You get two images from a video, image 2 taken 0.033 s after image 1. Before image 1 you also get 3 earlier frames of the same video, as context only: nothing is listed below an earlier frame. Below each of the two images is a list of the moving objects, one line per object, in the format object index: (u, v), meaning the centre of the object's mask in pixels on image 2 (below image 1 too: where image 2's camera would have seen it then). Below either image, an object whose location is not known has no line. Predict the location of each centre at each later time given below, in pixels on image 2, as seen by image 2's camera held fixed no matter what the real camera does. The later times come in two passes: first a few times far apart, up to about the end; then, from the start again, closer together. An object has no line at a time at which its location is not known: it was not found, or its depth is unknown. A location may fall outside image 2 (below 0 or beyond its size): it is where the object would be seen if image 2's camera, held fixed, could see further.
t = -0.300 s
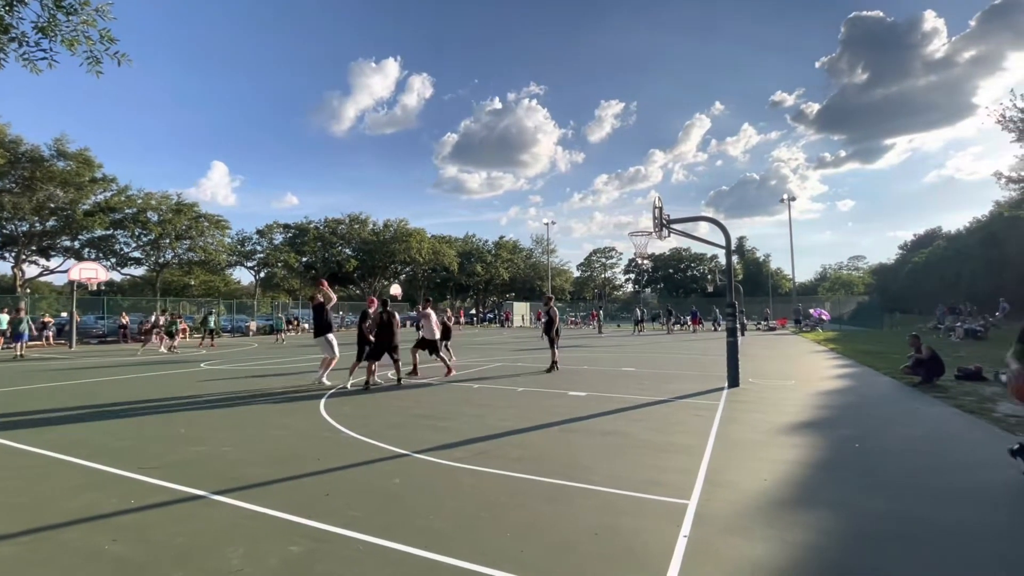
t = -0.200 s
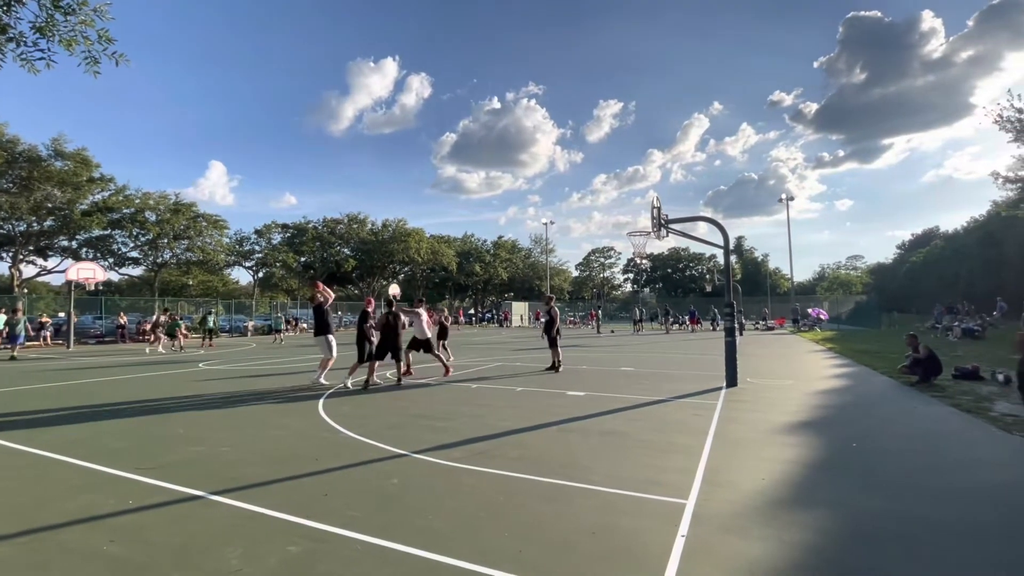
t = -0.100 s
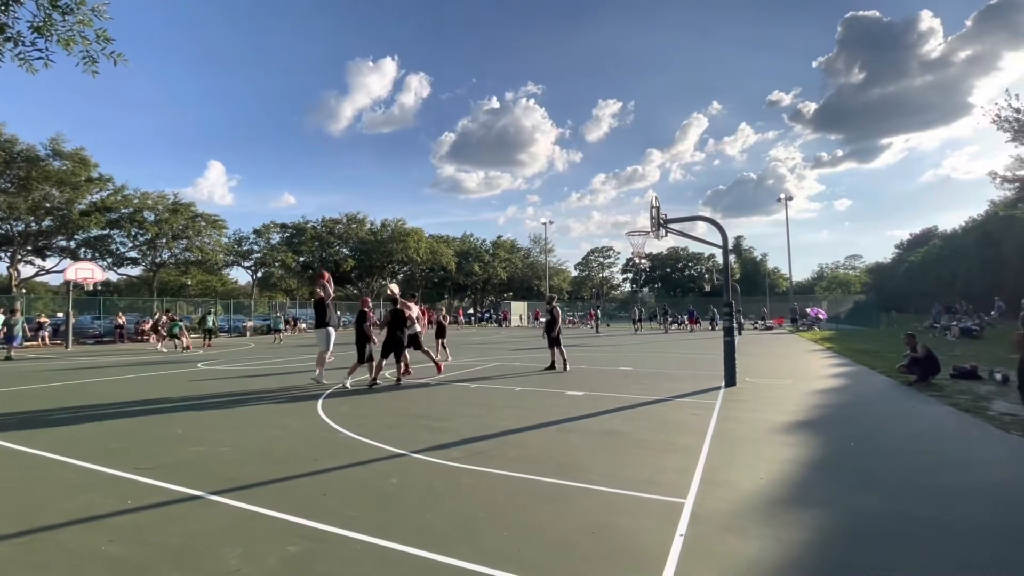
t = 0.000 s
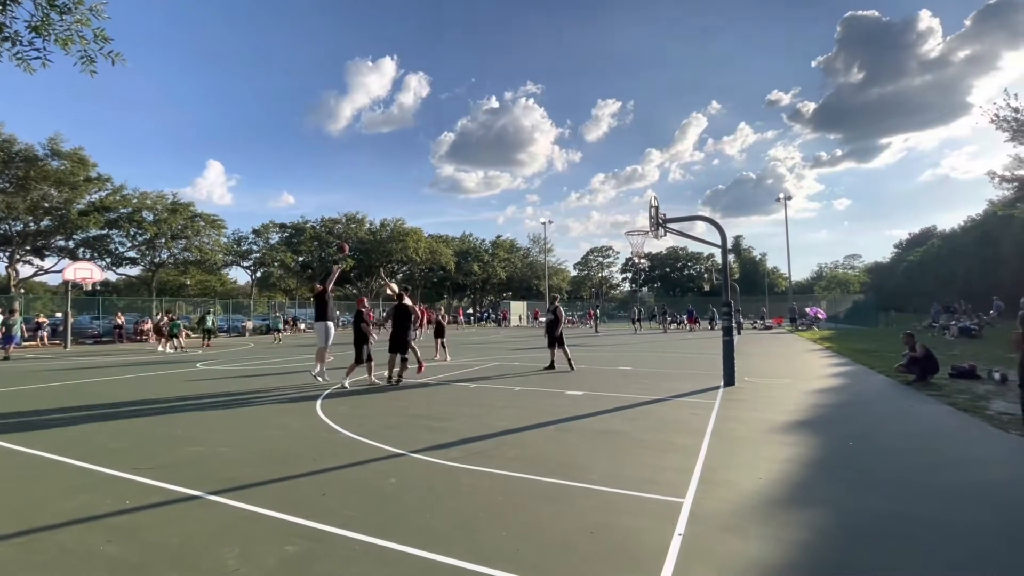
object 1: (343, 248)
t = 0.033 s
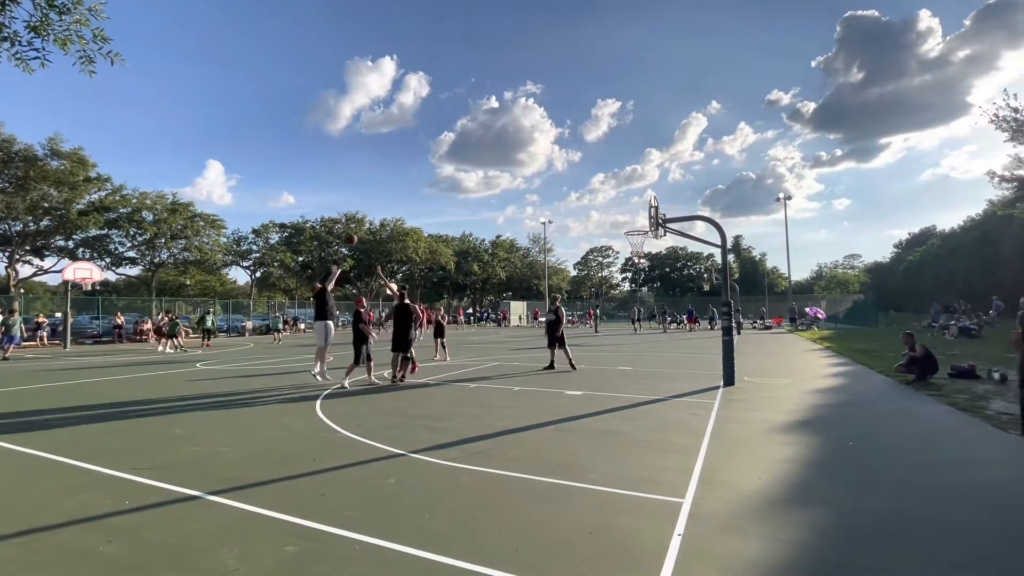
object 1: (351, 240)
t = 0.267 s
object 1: (413, 188)
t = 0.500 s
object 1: (473, 163)
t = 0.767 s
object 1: (541, 166)
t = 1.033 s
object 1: (608, 201)
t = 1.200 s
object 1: (637, 236)
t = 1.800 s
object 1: (646, 265)
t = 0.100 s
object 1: (369, 222)
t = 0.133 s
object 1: (377, 214)
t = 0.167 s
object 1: (386, 207)
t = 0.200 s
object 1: (395, 200)
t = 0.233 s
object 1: (404, 194)
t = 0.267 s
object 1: (413, 188)
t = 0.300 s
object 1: (421, 183)
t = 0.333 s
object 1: (430, 179)
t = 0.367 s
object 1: (438, 174)
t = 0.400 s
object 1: (447, 171)
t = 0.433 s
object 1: (456, 168)
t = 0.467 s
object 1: (464, 165)
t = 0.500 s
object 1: (473, 163)
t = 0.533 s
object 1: (482, 162)
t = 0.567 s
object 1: (490, 161)
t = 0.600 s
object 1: (499, 161)
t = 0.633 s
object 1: (507, 161)
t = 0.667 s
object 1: (515, 161)
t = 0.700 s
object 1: (524, 162)
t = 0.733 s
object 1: (532, 164)
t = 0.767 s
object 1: (541, 166)
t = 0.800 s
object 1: (549, 169)
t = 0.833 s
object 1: (557, 172)
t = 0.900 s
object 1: (574, 179)
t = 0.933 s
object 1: (583, 184)
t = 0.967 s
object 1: (591, 189)
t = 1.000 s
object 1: (599, 195)
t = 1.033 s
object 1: (608, 201)
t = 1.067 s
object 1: (616, 207)
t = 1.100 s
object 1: (625, 215)
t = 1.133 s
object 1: (633, 222)
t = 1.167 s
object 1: (642, 230)
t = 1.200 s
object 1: (637, 236)
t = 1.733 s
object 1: (642, 258)
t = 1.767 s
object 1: (643, 261)
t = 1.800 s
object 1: (646, 265)
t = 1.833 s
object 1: (647, 271)
